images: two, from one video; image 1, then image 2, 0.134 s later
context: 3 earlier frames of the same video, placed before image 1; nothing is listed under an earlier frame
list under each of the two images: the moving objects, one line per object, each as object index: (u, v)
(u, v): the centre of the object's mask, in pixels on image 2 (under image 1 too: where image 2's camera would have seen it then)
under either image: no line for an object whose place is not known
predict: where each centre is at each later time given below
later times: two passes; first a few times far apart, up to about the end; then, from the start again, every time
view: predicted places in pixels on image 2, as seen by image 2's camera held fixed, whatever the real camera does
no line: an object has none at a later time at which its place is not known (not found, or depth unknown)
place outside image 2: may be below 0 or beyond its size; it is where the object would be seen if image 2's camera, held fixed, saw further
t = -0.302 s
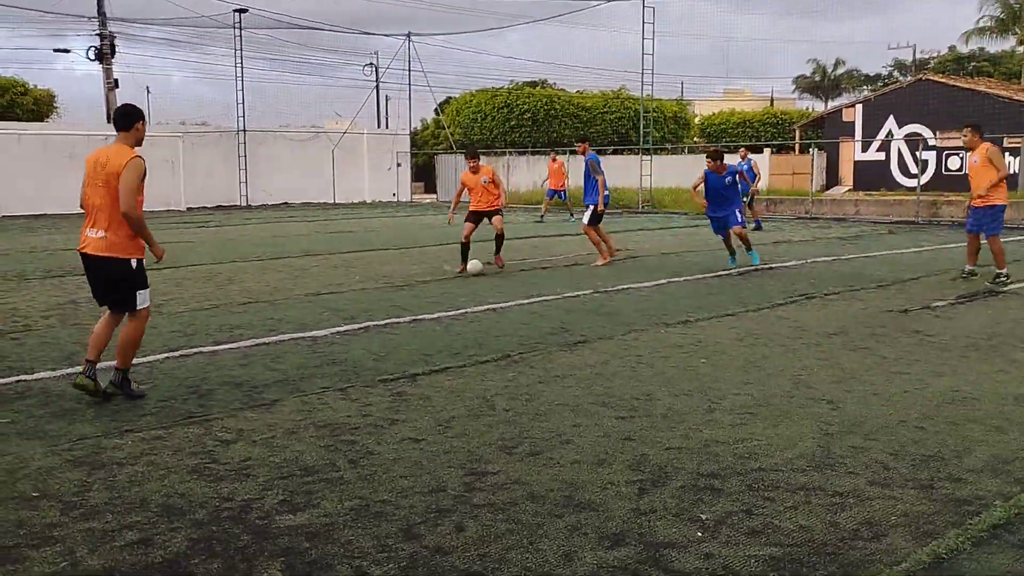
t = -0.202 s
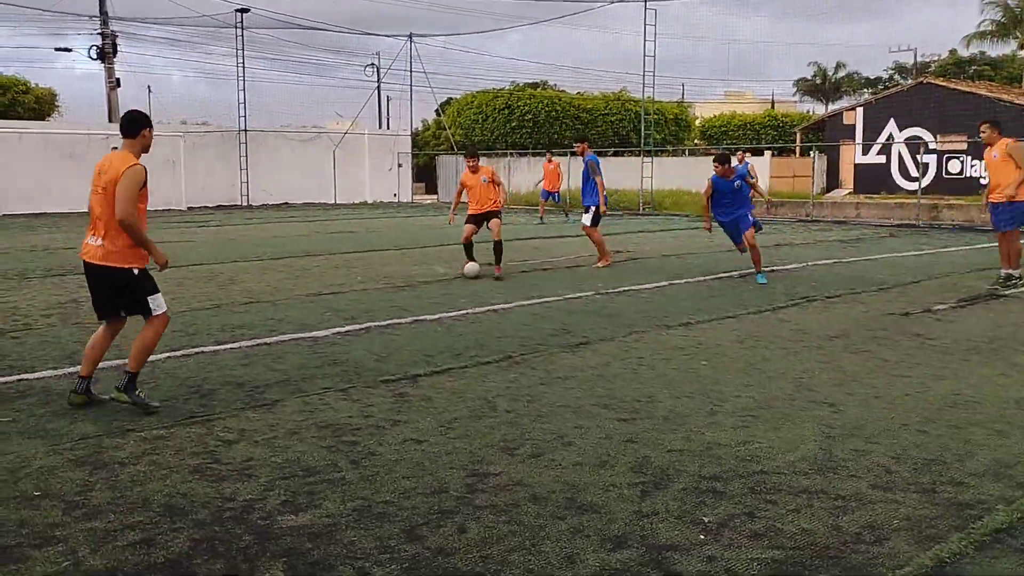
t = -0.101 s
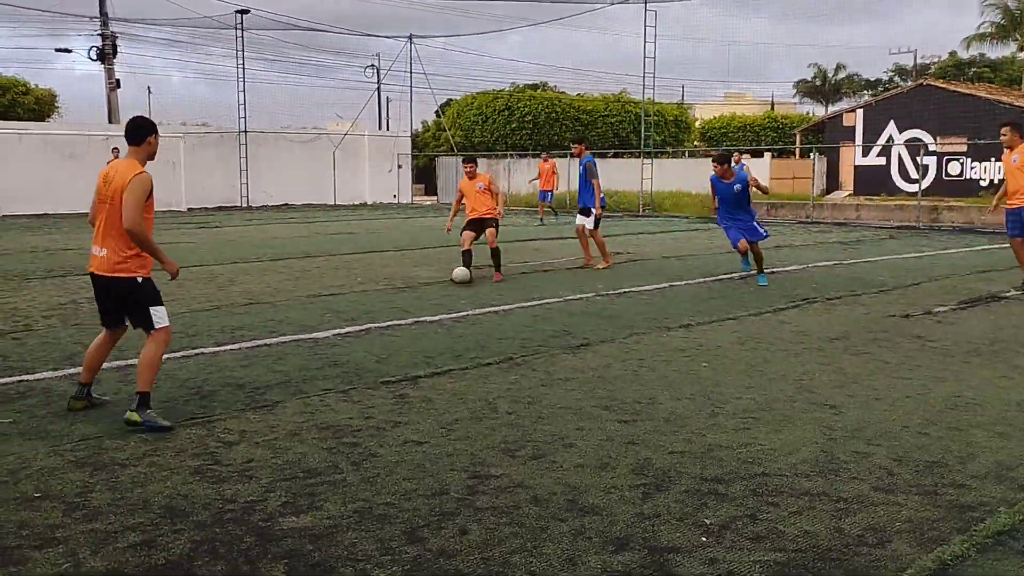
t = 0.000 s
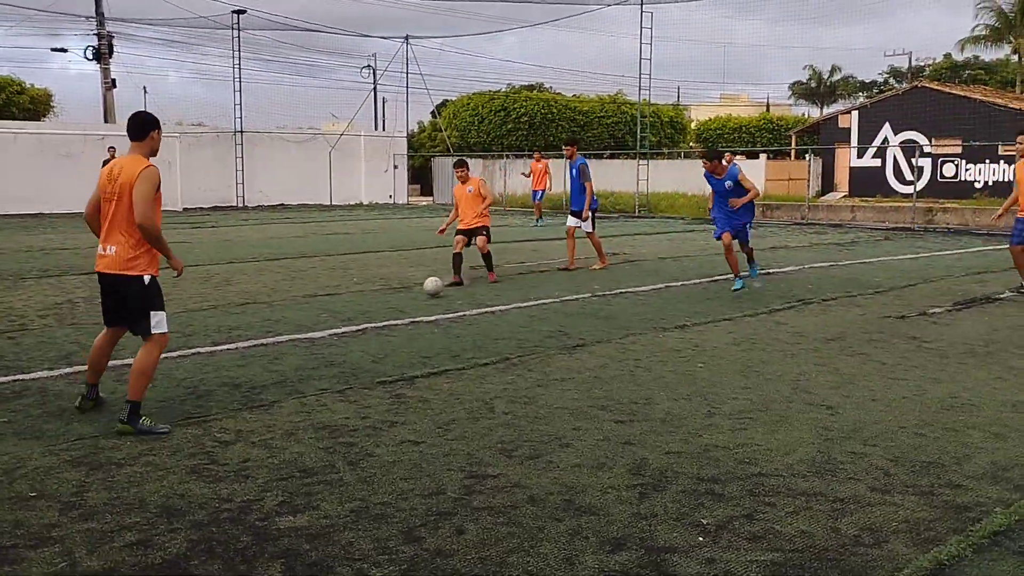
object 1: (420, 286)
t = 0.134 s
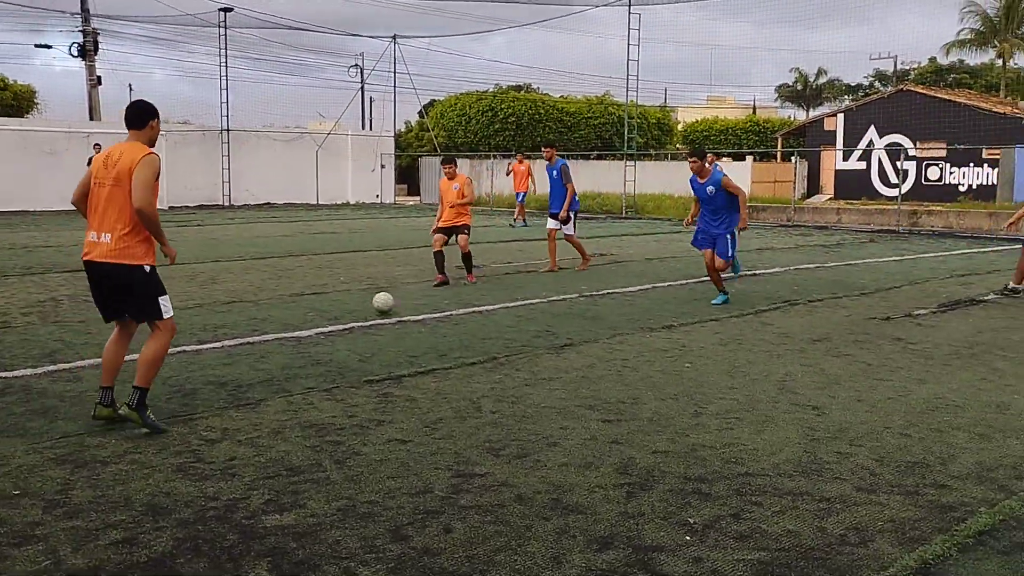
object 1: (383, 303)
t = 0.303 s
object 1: (329, 313)
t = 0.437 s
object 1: (275, 338)
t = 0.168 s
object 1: (372, 309)
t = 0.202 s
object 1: (362, 311)
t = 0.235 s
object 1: (352, 311)
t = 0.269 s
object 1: (341, 311)
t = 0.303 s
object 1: (329, 313)
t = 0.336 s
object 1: (318, 316)
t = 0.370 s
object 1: (304, 322)
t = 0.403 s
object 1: (291, 329)
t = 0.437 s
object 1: (275, 338)
